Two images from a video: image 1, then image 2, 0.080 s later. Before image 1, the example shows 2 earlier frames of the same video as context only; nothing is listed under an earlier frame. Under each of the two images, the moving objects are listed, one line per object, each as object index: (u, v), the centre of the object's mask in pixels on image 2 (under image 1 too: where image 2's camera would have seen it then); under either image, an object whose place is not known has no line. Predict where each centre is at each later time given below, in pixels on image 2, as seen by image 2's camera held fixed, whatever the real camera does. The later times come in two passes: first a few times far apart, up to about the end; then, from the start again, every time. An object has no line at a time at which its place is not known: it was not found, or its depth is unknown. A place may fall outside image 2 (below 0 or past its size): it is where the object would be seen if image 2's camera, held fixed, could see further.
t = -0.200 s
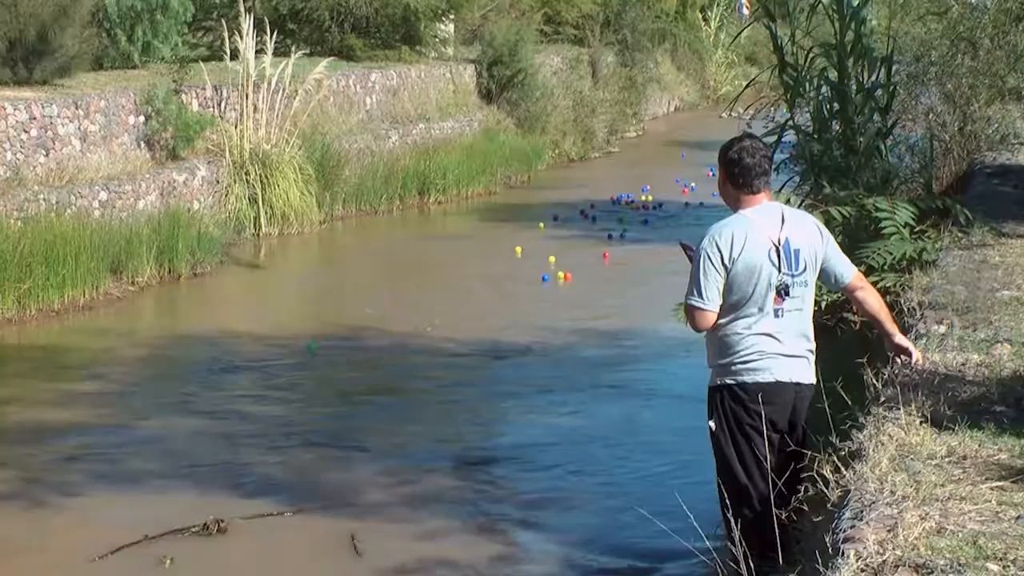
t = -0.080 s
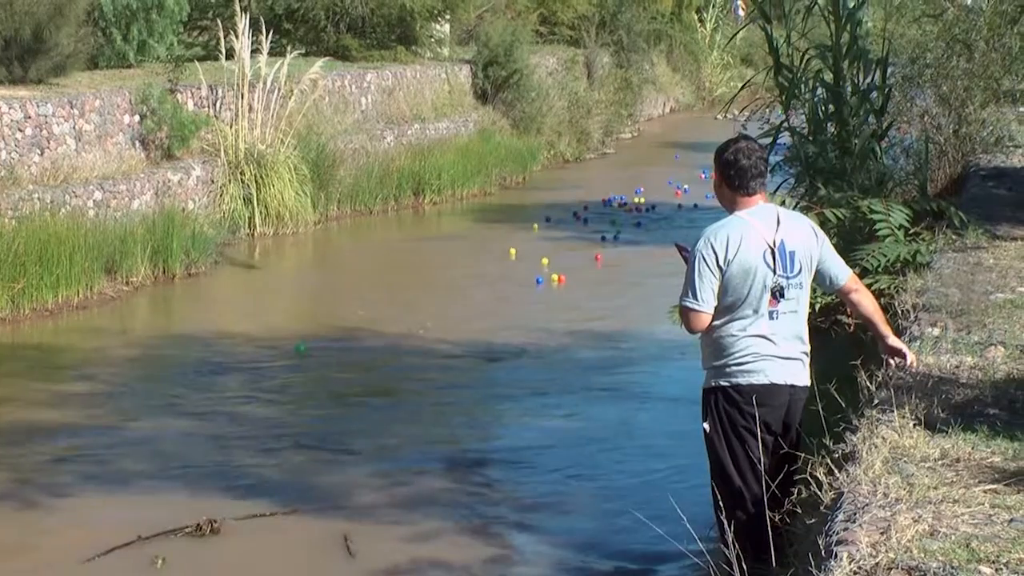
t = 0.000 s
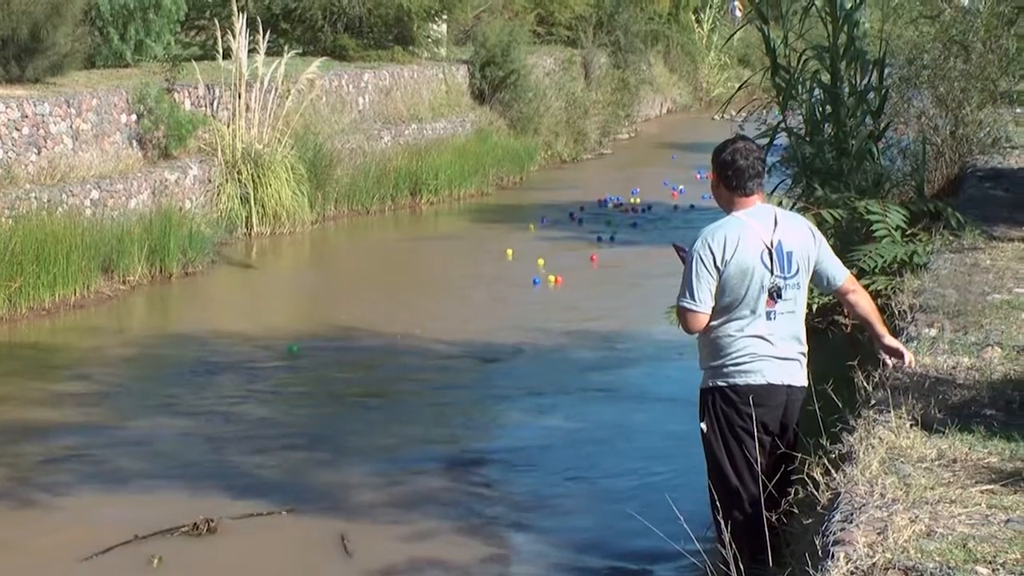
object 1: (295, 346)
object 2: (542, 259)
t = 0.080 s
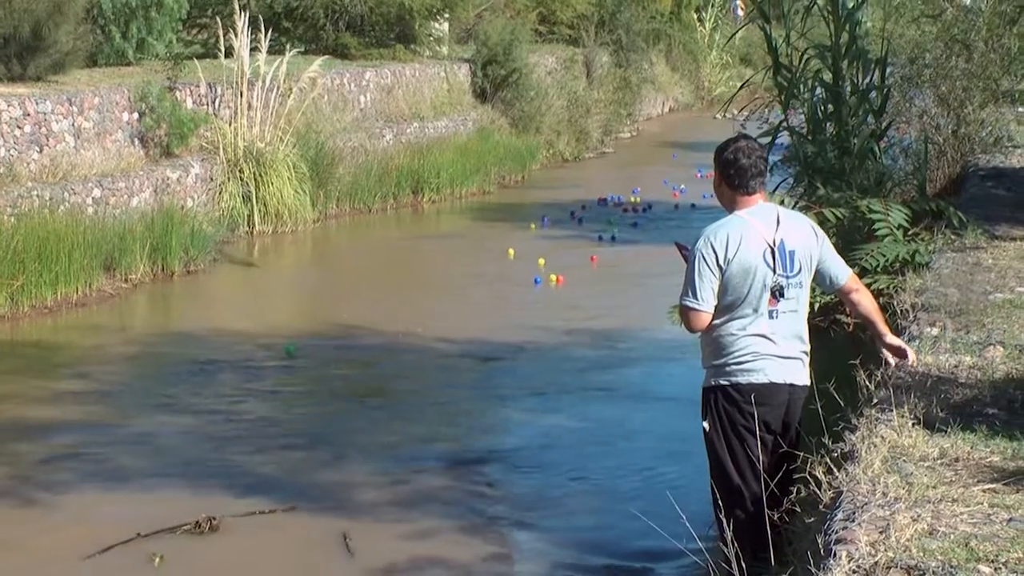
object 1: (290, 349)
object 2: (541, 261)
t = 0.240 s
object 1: (275, 354)
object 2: (539, 263)
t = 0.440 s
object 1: (265, 357)
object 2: (535, 265)
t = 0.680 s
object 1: (253, 360)
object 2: (531, 268)
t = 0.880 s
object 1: (241, 363)
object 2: (528, 270)
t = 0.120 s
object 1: (287, 350)
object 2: (541, 261)
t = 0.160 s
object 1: (285, 351)
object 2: (540, 262)
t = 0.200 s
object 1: (282, 352)
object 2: (539, 262)
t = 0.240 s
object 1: (275, 354)
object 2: (539, 263)
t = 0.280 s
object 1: (273, 354)
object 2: (538, 264)
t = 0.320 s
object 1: (272, 355)
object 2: (537, 264)
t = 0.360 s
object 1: (270, 356)
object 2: (536, 265)
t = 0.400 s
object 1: (268, 357)
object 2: (535, 265)
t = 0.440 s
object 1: (265, 357)
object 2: (535, 265)
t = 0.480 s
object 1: (263, 357)
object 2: (534, 266)
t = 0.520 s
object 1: (261, 359)
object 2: (534, 266)
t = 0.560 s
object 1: (259, 359)
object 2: (533, 266)
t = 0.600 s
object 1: (256, 359)
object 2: (533, 266)
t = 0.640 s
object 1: (254, 359)
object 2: (532, 267)
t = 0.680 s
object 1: (253, 360)
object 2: (531, 268)
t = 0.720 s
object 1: (250, 360)
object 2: (531, 269)
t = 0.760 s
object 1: (248, 360)
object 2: (530, 268)
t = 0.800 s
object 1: (246, 362)
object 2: (530, 269)
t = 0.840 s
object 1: (243, 363)
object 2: (529, 269)
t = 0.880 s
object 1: (241, 363)
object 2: (528, 270)
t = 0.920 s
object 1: (238, 365)
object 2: (527, 270)
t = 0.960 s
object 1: (235, 365)
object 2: (527, 270)
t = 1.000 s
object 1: (233, 365)
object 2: (526, 270)
